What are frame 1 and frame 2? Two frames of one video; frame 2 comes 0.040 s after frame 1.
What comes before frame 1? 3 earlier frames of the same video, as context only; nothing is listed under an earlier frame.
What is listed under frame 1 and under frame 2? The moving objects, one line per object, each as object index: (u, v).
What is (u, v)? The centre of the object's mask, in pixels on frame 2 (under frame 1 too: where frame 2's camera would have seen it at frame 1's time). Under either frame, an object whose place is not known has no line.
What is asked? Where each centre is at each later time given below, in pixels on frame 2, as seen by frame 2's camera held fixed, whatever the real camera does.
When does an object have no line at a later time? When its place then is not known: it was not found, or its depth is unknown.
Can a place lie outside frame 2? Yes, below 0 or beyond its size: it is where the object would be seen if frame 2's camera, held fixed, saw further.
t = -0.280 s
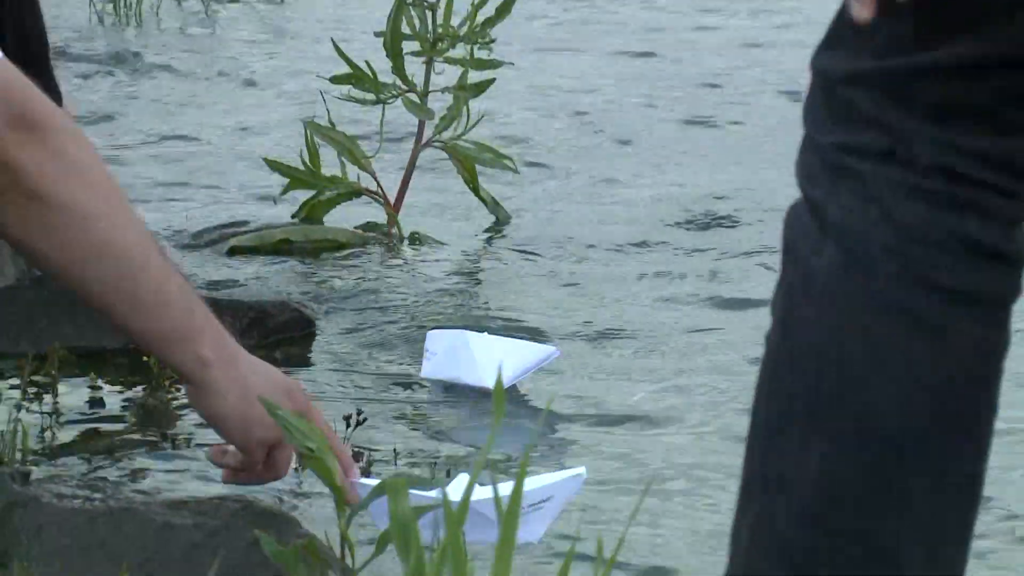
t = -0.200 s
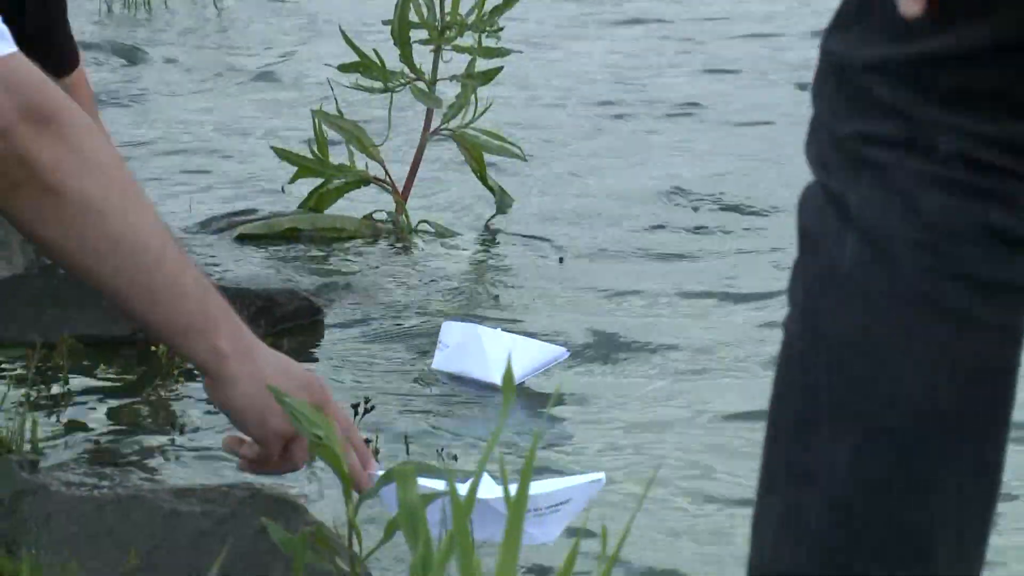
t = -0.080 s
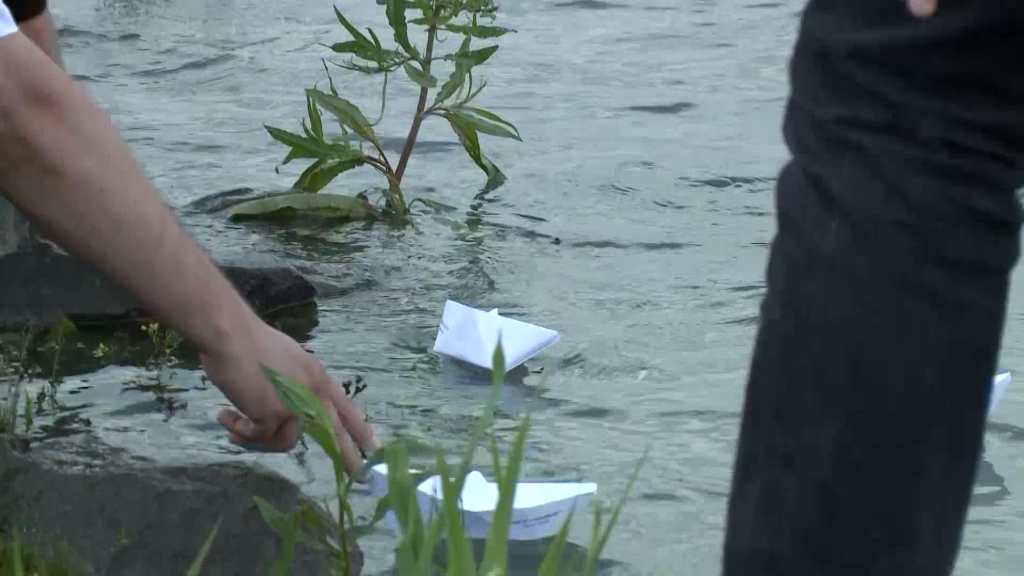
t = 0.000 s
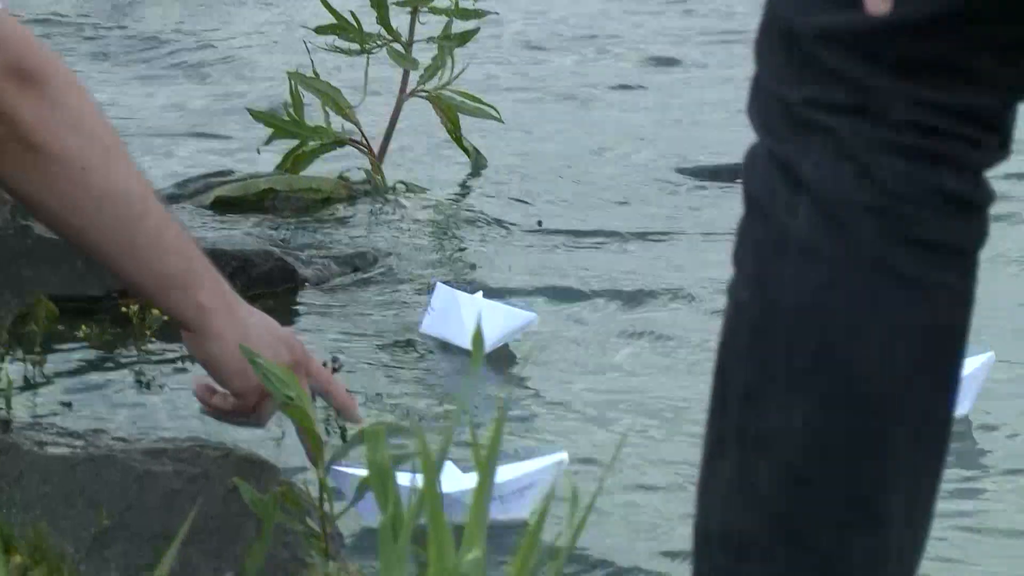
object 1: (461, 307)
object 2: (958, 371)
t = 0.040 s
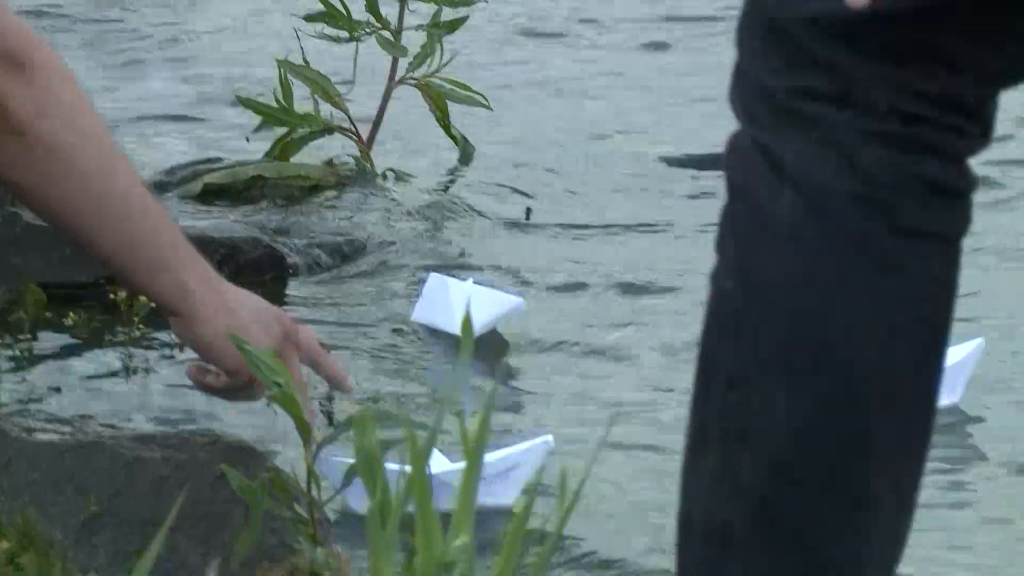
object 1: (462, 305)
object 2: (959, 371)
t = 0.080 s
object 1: (465, 303)
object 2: (960, 373)
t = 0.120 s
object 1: (466, 306)
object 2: (959, 380)
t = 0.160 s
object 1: (467, 309)
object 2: (957, 387)
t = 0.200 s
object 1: (467, 314)
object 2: (954, 394)
